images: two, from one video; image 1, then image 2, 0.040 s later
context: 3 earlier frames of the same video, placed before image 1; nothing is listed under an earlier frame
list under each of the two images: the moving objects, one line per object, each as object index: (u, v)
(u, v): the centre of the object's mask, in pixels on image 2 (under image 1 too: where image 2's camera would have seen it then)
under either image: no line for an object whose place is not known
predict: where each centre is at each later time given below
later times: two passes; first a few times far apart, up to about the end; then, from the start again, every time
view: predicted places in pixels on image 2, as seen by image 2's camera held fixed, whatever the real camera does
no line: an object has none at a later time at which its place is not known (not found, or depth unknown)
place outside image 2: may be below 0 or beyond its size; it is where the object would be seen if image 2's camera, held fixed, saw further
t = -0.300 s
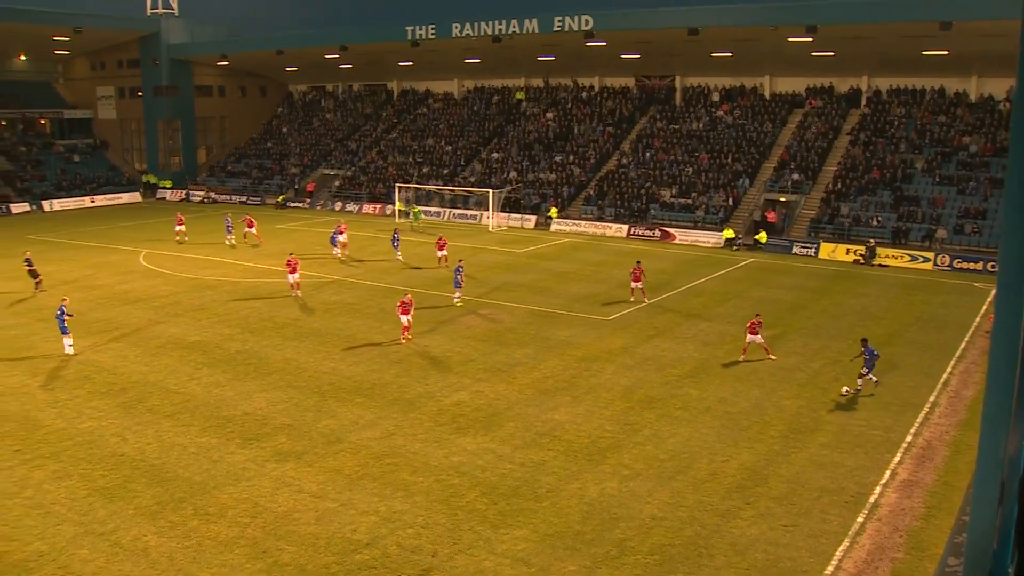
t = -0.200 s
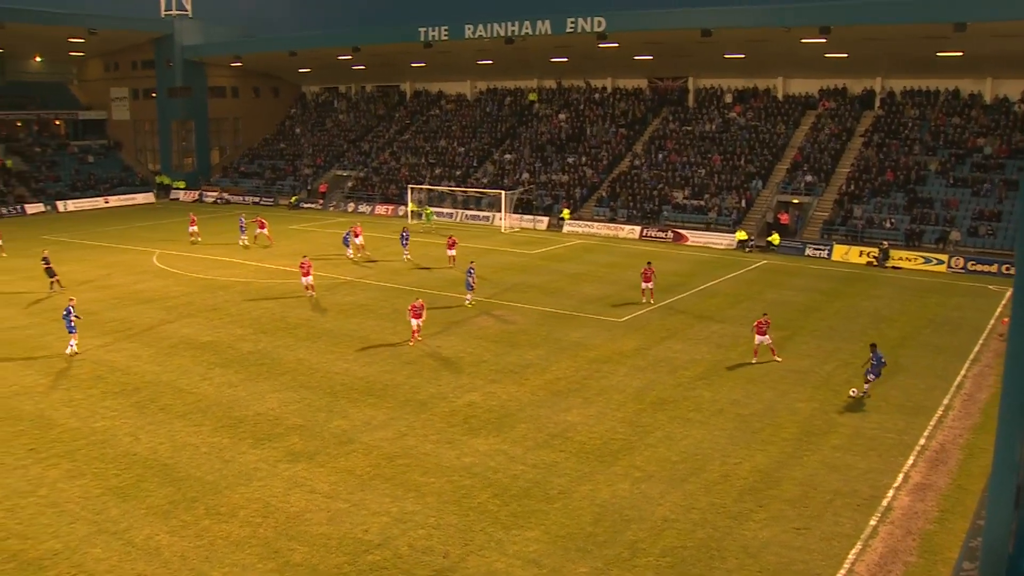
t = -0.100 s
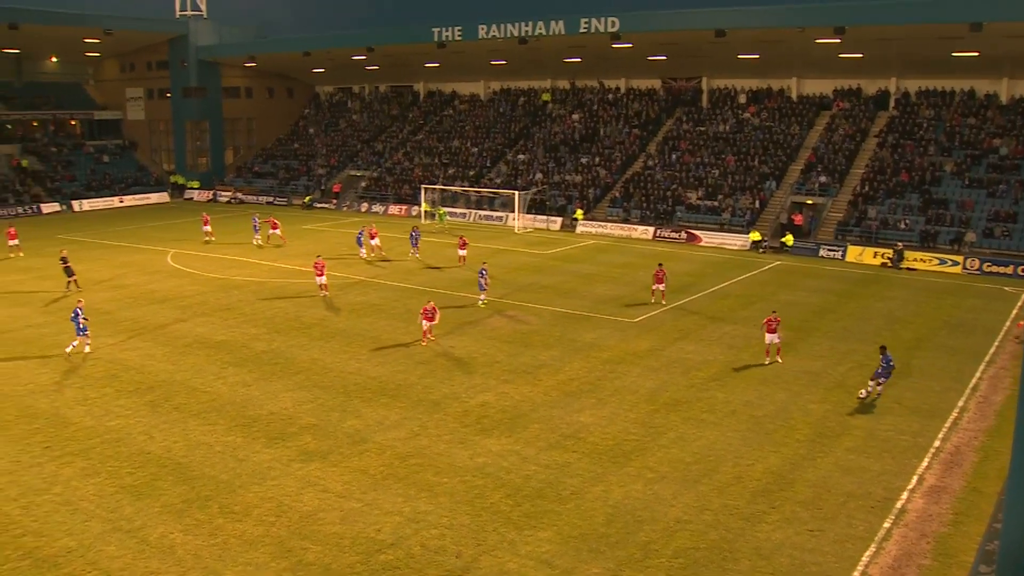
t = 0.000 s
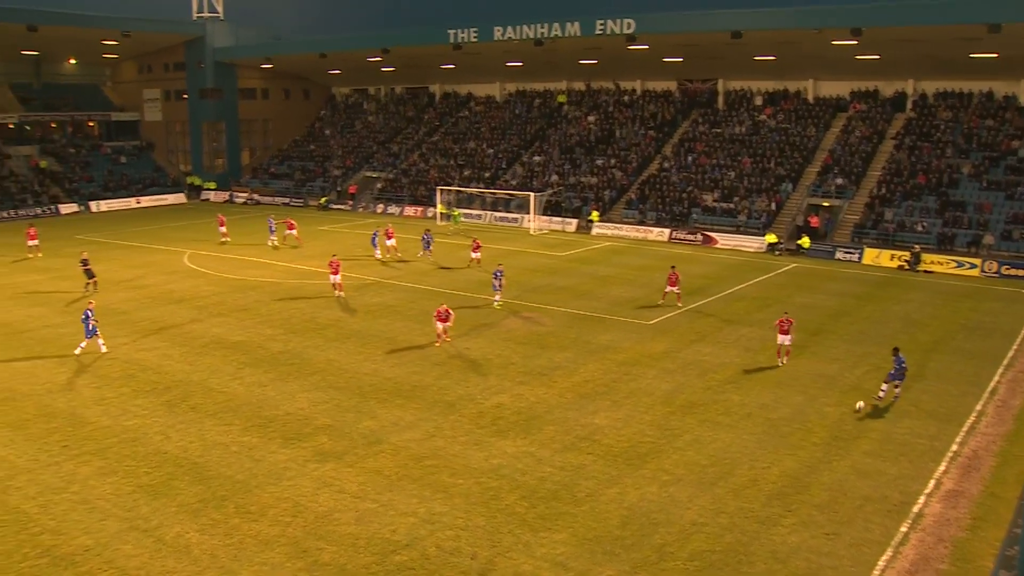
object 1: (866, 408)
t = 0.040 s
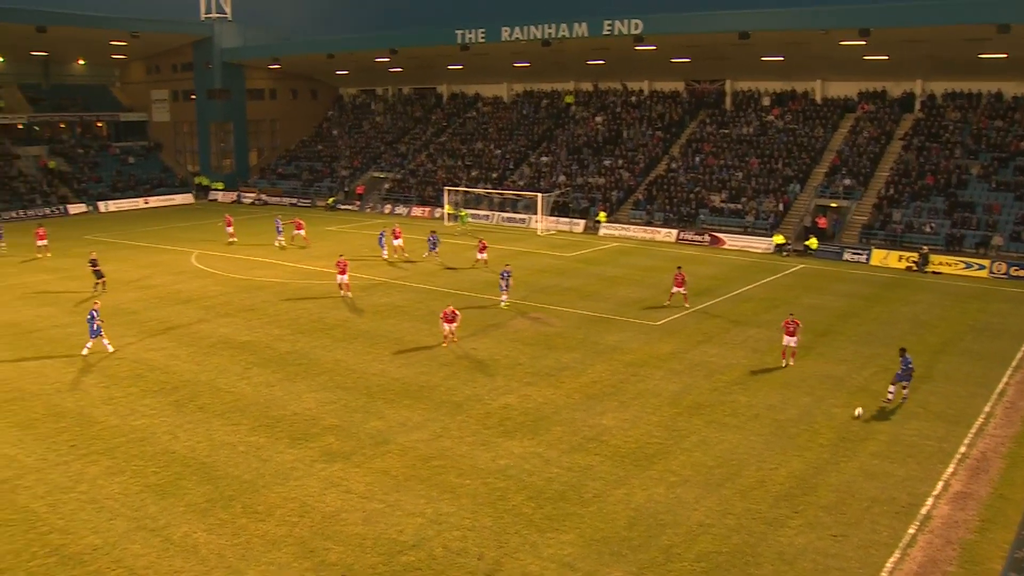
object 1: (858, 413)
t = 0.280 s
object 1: (797, 445)
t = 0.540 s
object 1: (725, 483)
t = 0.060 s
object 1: (853, 416)
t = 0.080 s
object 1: (848, 419)
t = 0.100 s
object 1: (843, 421)
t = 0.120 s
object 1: (838, 423)
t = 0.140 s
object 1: (833, 426)
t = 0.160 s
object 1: (828, 429)
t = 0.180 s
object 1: (824, 431)
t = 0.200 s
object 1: (818, 433)
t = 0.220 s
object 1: (813, 436)
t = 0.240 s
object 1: (808, 439)
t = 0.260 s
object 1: (802, 442)
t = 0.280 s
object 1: (797, 445)
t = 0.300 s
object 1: (791, 447)
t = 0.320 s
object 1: (786, 450)
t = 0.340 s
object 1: (781, 452)
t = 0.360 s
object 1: (775, 455)
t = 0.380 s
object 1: (770, 458)
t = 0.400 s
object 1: (764, 461)
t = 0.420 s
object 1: (759, 465)
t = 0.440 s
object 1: (754, 468)
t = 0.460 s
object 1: (748, 471)
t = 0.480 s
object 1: (742, 474)
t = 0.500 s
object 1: (737, 477)
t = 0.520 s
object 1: (731, 480)
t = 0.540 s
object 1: (725, 483)
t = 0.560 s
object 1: (720, 486)
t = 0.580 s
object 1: (713, 490)
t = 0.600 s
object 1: (707, 493)
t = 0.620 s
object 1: (702, 497)
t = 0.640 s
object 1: (696, 500)
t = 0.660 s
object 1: (690, 502)
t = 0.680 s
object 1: (684, 505)
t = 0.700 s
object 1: (678, 508)
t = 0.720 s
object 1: (671, 512)
